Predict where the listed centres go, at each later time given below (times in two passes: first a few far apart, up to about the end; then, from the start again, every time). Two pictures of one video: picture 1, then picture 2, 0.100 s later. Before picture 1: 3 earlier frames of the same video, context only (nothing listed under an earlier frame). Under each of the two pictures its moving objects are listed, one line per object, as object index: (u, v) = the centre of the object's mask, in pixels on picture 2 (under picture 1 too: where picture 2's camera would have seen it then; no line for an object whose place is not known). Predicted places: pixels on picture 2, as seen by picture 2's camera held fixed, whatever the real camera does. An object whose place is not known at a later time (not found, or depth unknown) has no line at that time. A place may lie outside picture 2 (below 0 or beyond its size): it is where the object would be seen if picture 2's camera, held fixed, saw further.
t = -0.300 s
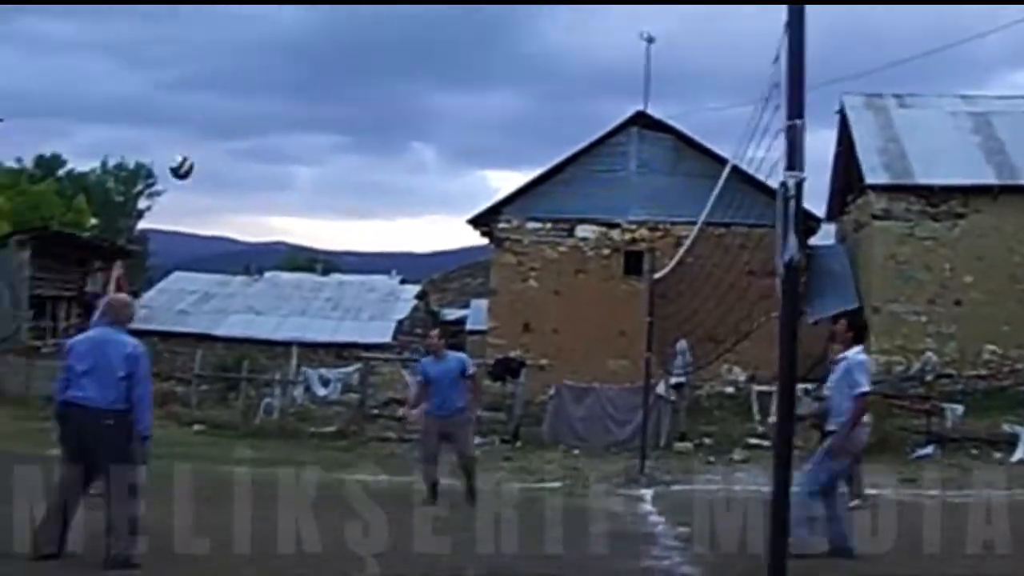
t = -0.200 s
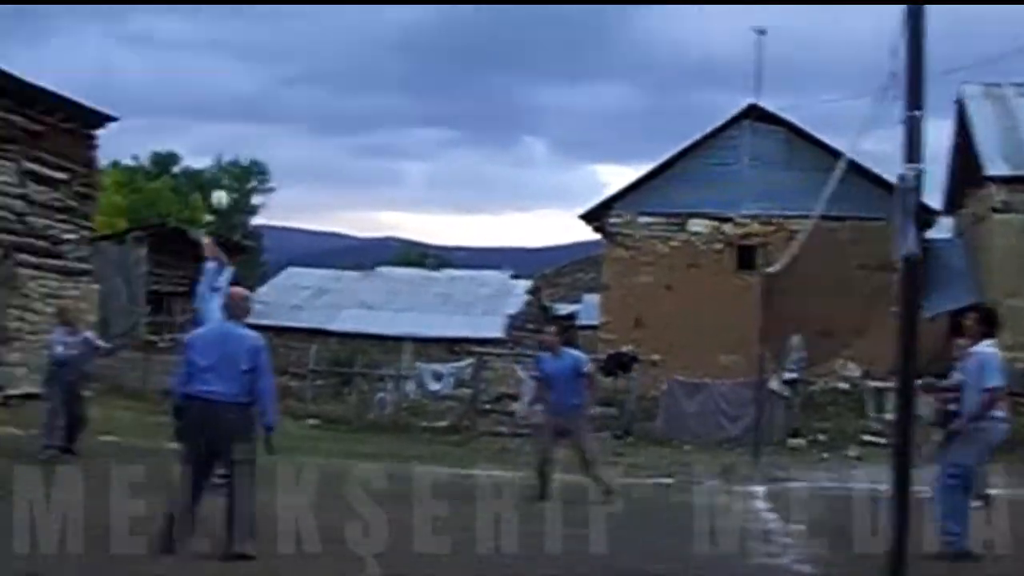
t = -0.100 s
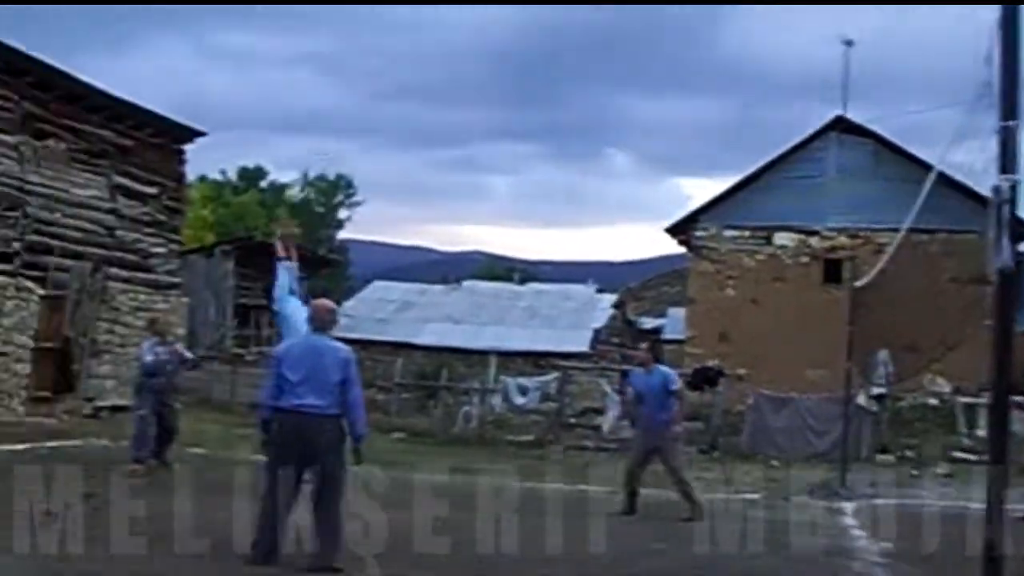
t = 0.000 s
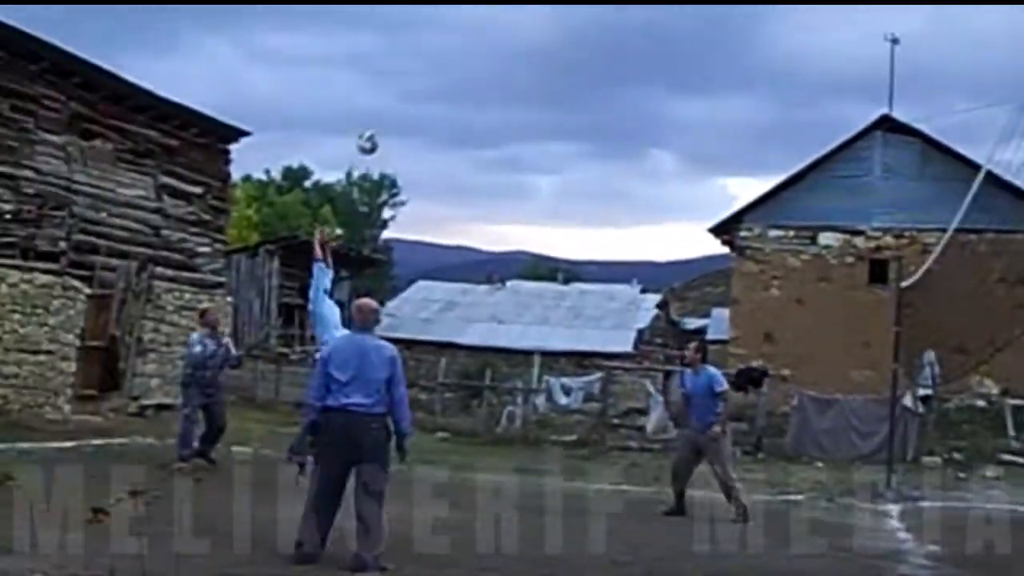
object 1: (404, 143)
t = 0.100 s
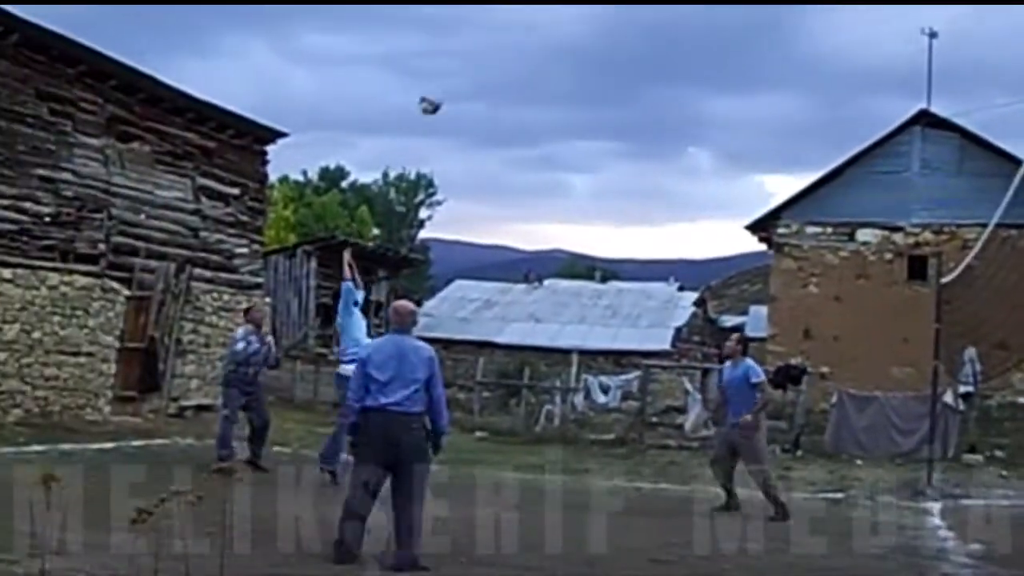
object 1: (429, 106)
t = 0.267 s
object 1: (469, 61)
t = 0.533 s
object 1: (526, 56)
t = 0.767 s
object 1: (574, 111)
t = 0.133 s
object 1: (438, 93)
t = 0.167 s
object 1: (446, 85)
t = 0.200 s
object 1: (455, 74)
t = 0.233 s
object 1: (461, 66)
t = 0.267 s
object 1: (469, 61)
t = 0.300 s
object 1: (476, 56)
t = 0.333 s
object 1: (483, 52)
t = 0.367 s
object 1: (491, 49)
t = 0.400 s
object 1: (498, 47)
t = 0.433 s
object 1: (505, 47)
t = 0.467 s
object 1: (511, 48)
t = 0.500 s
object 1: (519, 51)
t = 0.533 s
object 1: (526, 56)
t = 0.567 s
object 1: (533, 60)
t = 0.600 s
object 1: (540, 66)
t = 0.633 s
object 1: (547, 72)
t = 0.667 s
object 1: (554, 79)
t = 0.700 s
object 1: (561, 88)
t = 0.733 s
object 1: (568, 99)
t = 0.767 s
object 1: (574, 111)
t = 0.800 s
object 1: (581, 123)
